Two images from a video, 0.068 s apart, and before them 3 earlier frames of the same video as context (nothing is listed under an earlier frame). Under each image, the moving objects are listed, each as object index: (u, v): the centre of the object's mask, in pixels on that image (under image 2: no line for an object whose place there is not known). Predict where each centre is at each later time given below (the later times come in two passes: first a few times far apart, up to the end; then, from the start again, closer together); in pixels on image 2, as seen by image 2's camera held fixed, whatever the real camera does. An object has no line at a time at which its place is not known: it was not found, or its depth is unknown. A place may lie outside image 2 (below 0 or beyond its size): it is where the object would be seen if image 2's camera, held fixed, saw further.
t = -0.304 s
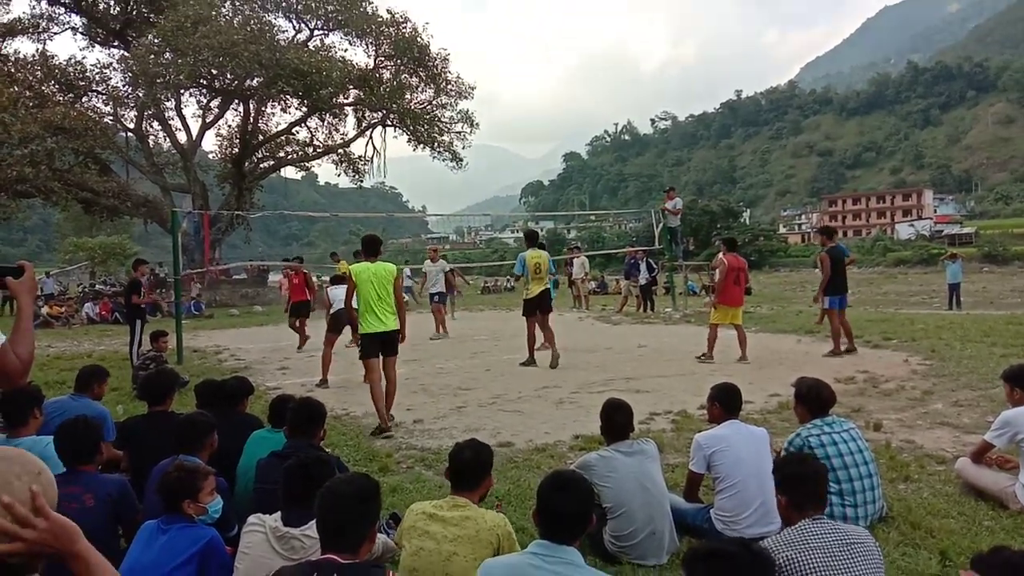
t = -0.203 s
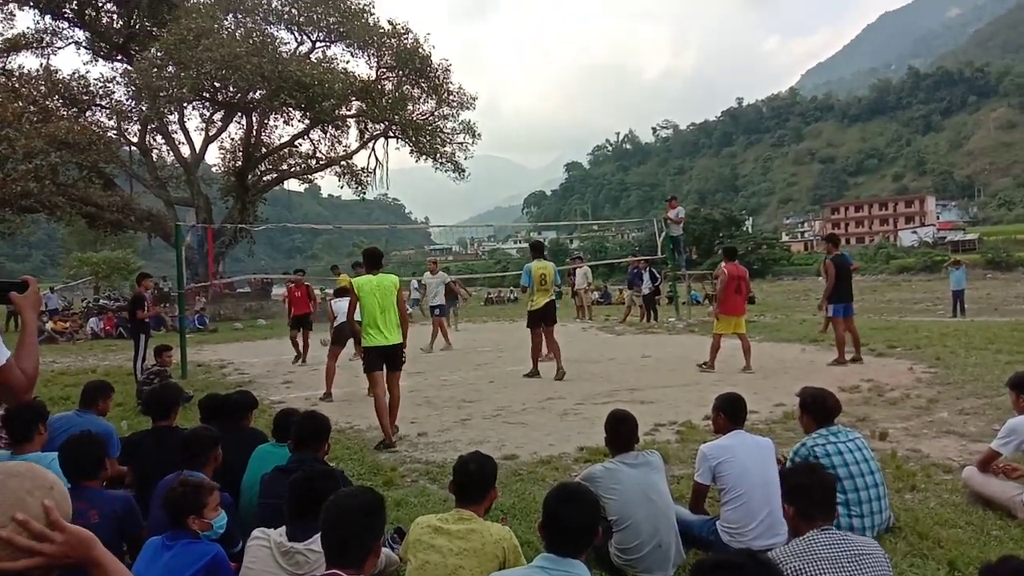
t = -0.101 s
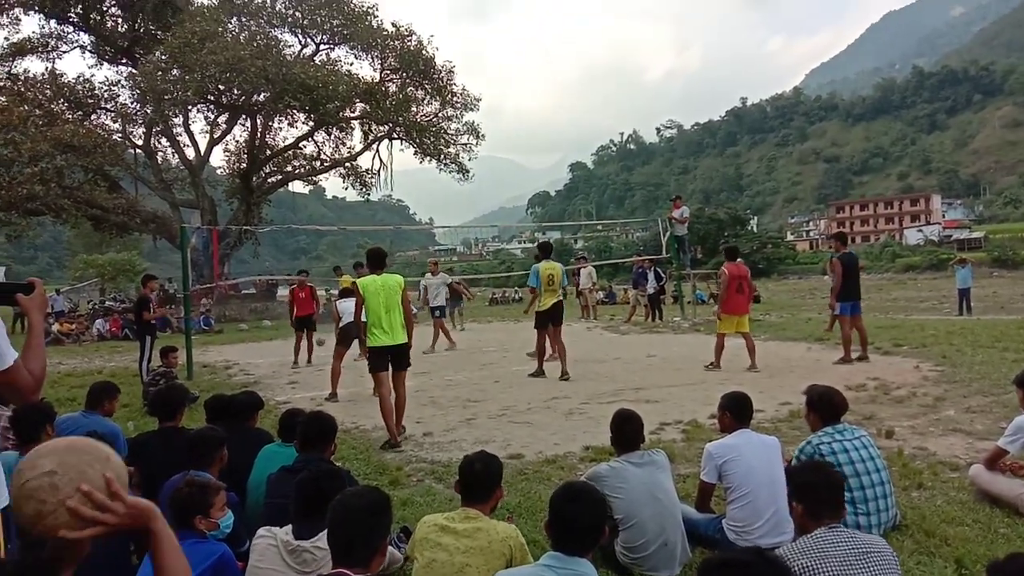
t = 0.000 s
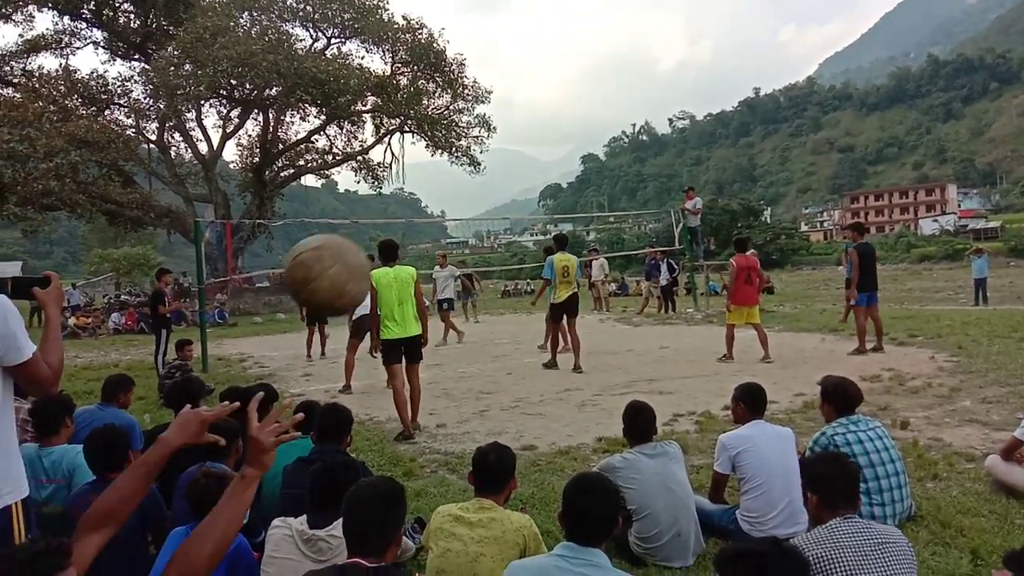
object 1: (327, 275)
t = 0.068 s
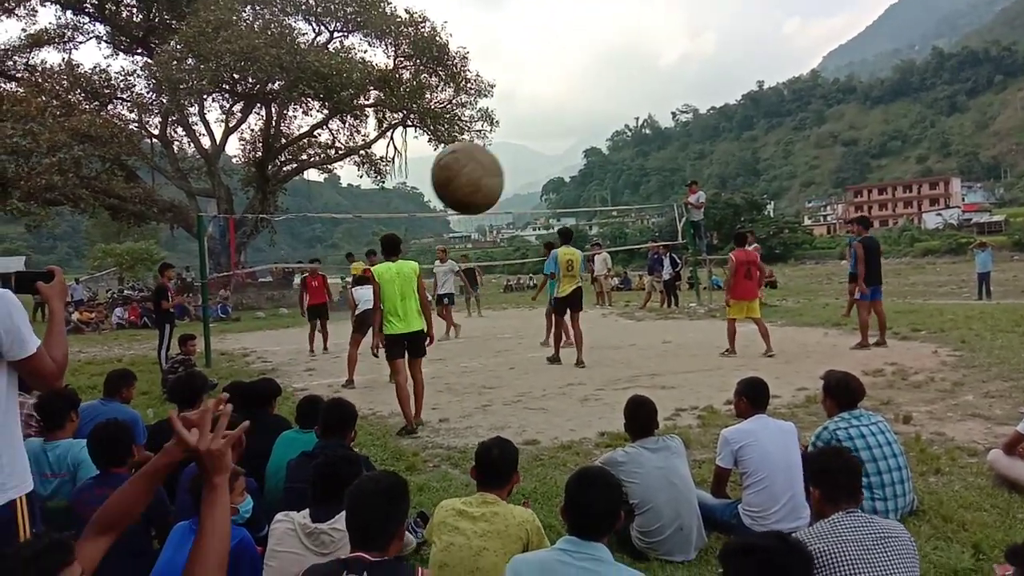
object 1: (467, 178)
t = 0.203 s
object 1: (660, 87)
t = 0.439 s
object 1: (860, 76)
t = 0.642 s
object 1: (960, 145)
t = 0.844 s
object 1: (1027, 251)
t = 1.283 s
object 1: (1077, 285)
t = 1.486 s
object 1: (1086, 237)
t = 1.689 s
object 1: (1092, 235)
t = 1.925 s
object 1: (1101, 280)
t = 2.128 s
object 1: (1108, 339)
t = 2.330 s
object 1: (1102, 288)
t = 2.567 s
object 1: (1095, 274)
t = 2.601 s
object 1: (1093, 276)
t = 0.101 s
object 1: (524, 146)
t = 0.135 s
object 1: (574, 120)
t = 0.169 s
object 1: (619, 101)
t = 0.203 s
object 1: (660, 87)
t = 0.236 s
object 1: (697, 75)
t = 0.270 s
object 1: (731, 68)
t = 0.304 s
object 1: (761, 64)
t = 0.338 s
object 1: (789, 63)
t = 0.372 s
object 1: (814, 63)
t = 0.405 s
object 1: (838, 68)
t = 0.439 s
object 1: (860, 76)
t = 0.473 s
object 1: (879, 84)
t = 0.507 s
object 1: (897, 93)
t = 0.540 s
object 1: (914, 104)
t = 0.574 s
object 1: (931, 117)
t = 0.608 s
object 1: (945, 130)
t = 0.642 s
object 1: (960, 145)
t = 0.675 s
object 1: (973, 161)
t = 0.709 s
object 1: (985, 177)
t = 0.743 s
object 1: (996, 195)
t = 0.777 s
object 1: (1007, 213)
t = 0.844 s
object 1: (1027, 251)
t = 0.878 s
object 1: (1032, 271)
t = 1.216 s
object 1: (1070, 315)
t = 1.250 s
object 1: (1074, 300)
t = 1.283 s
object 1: (1077, 285)
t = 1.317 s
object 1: (1080, 273)
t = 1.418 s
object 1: (1084, 248)
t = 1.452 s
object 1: (1085, 242)
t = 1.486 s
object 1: (1086, 237)
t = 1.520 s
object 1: (1086, 234)
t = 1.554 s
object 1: (1087, 233)
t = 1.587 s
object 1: (1089, 232)
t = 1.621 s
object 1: (1091, 231)
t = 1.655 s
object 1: (1091, 233)
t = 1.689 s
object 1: (1092, 235)
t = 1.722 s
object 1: (1094, 238)
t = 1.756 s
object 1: (1095, 243)
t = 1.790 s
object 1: (1096, 249)
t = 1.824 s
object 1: (1097, 256)
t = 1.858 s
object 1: (1098, 263)
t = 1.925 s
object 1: (1101, 280)
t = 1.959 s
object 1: (1102, 291)
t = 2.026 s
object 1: (1104, 314)
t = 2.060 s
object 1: (1106, 326)
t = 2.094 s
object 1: (1107, 339)
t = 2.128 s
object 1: (1108, 339)
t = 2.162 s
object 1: (1106, 328)
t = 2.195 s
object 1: (1105, 318)
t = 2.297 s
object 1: (1102, 293)
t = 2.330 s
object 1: (1102, 288)
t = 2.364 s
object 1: (1101, 283)
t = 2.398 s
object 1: (1100, 280)
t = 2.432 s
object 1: (1099, 276)
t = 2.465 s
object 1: (1098, 275)
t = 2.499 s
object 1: (1098, 274)
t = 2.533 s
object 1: (1097, 274)
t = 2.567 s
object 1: (1095, 274)
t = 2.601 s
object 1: (1093, 276)
